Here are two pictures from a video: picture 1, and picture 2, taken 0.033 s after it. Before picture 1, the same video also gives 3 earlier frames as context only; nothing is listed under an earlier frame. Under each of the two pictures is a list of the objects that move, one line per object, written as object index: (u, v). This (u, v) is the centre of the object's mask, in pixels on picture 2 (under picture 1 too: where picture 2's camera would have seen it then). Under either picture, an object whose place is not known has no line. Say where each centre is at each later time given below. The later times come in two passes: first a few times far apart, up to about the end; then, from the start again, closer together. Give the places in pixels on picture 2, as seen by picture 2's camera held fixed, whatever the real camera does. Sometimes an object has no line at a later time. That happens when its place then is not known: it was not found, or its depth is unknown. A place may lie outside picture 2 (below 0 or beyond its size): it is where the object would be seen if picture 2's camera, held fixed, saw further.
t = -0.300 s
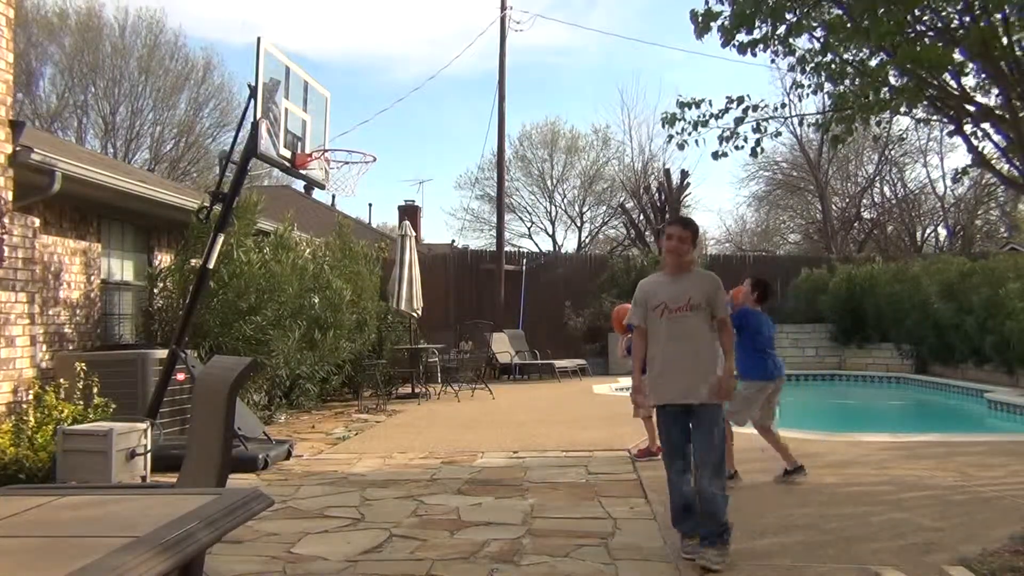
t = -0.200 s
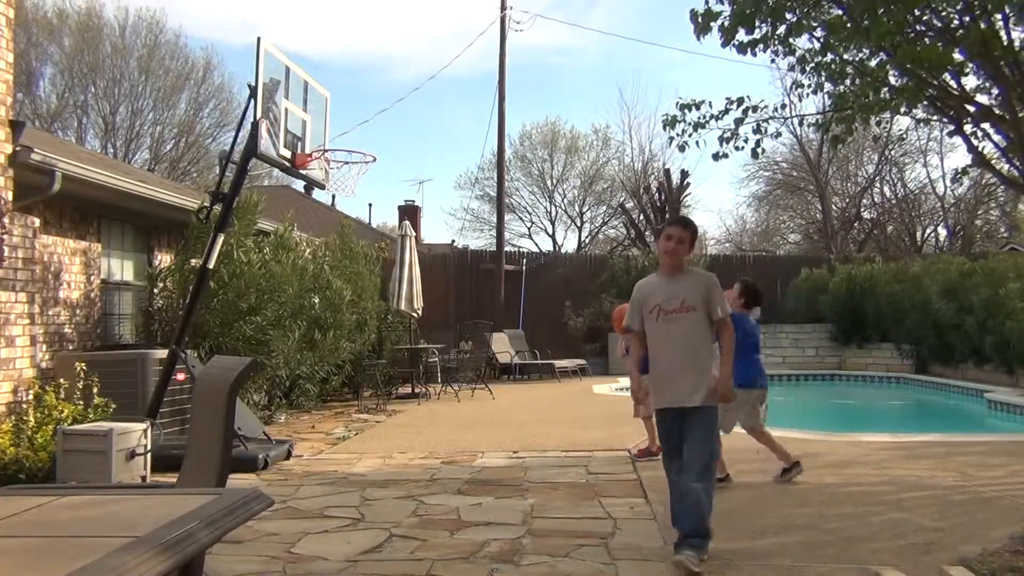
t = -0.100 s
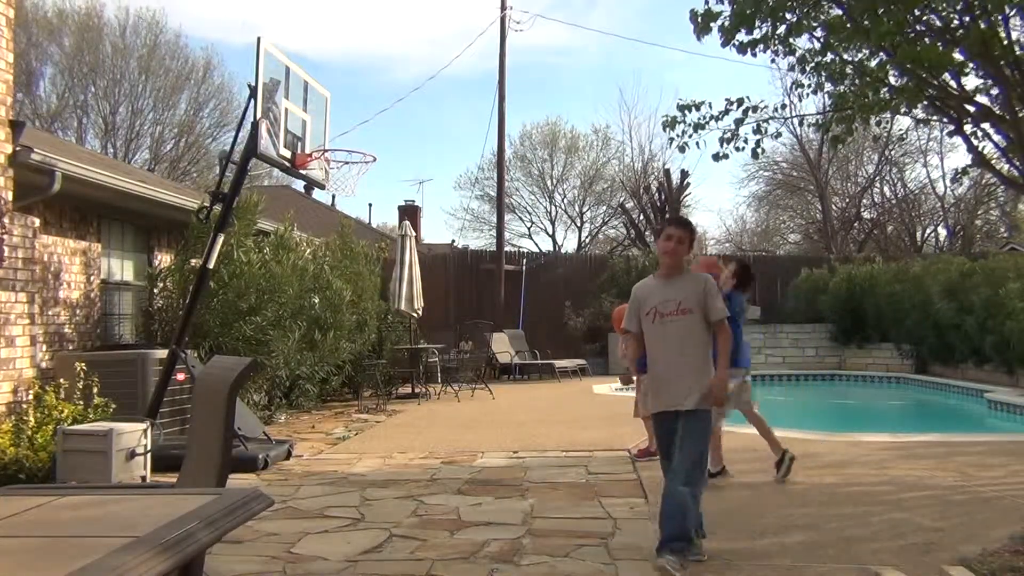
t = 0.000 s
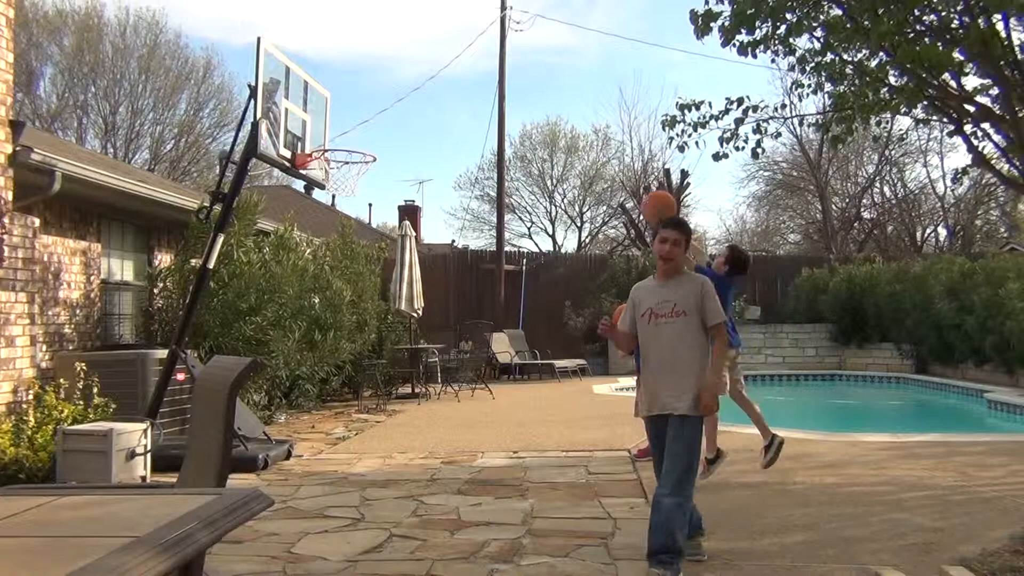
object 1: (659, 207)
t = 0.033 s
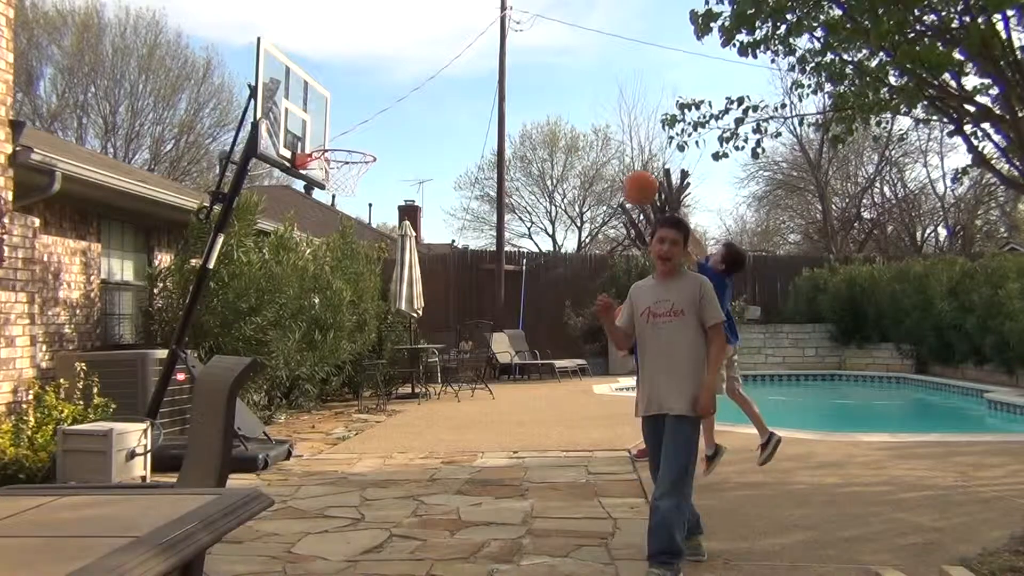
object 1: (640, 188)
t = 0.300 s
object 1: (496, 93)
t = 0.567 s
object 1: (363, 97)
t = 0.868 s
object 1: (350, 120)
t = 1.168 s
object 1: (432, 173)
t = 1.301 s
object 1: (470, 238)
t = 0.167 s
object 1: (567, 128)
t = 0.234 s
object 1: (530, 108)
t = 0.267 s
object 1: (513, 100)
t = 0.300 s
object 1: (496, 93)
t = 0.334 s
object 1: (478, 89)
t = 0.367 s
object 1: (462, 85)
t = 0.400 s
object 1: (445, 84)
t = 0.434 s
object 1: (428, 83)
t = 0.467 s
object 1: (412, 85)
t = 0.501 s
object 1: (395, 87)
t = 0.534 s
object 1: (379, 91)
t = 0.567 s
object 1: (363, 97)
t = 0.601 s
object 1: (348, 104)
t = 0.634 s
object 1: (331, 113)
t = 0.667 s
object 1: (316, 123)
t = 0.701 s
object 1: (304, 134)
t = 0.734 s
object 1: (314, 134)
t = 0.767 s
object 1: (323, 128)
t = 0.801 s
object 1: (332, 124)
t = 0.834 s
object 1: (341, 121)
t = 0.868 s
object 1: (350, 120)
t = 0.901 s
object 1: (359, 119)
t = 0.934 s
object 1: (368, 120)
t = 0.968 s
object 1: (377, 123)
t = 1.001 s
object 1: (386, 127)
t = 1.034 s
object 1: (395, 134)
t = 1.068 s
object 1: (404, 141)
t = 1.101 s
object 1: (414, 150)
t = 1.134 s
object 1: (423, 161)
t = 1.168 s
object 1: (432, 173)
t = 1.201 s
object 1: (442, 187)
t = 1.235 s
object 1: (451, 202)
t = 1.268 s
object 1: (460, 219)
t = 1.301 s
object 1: (470, 238)
